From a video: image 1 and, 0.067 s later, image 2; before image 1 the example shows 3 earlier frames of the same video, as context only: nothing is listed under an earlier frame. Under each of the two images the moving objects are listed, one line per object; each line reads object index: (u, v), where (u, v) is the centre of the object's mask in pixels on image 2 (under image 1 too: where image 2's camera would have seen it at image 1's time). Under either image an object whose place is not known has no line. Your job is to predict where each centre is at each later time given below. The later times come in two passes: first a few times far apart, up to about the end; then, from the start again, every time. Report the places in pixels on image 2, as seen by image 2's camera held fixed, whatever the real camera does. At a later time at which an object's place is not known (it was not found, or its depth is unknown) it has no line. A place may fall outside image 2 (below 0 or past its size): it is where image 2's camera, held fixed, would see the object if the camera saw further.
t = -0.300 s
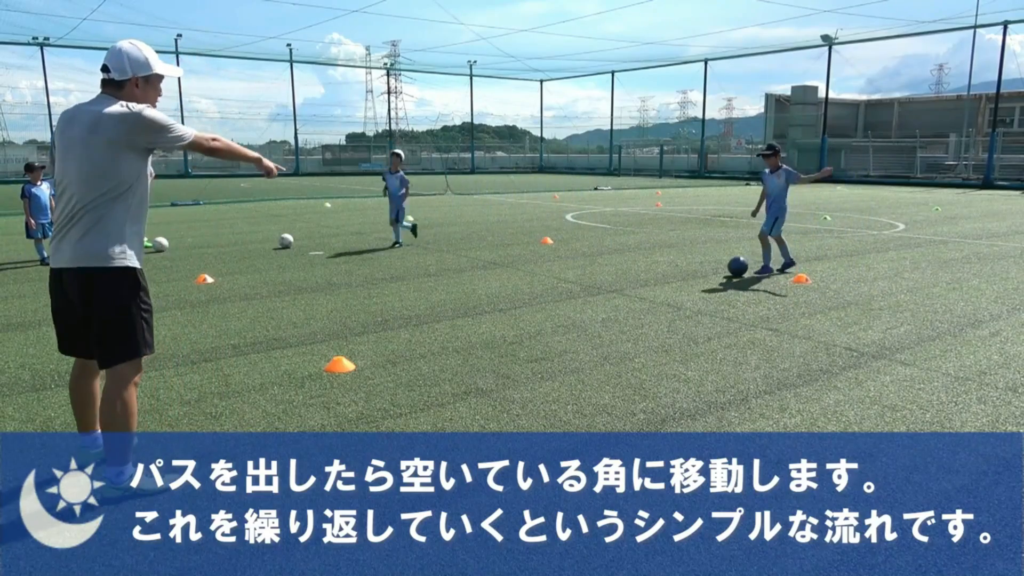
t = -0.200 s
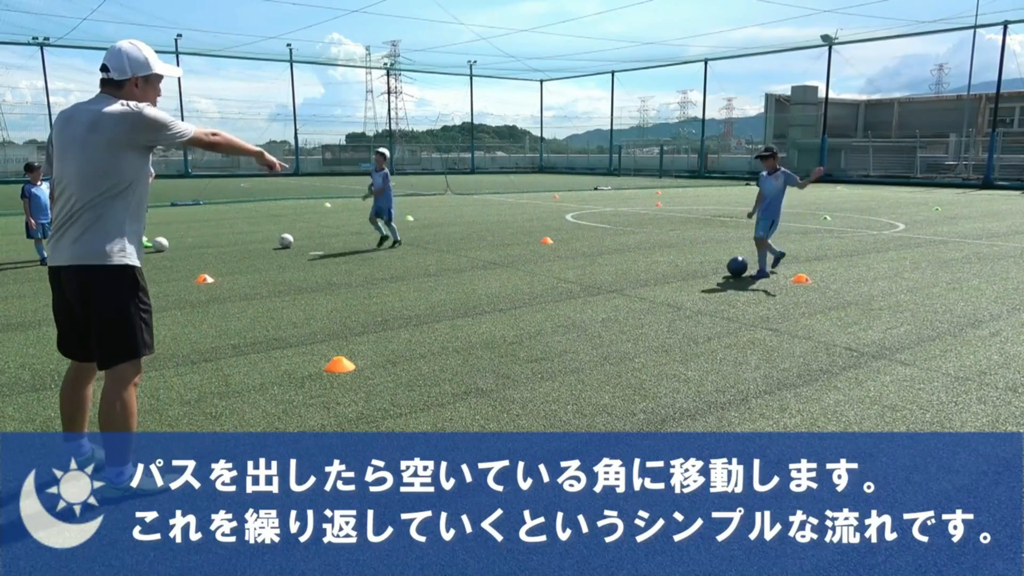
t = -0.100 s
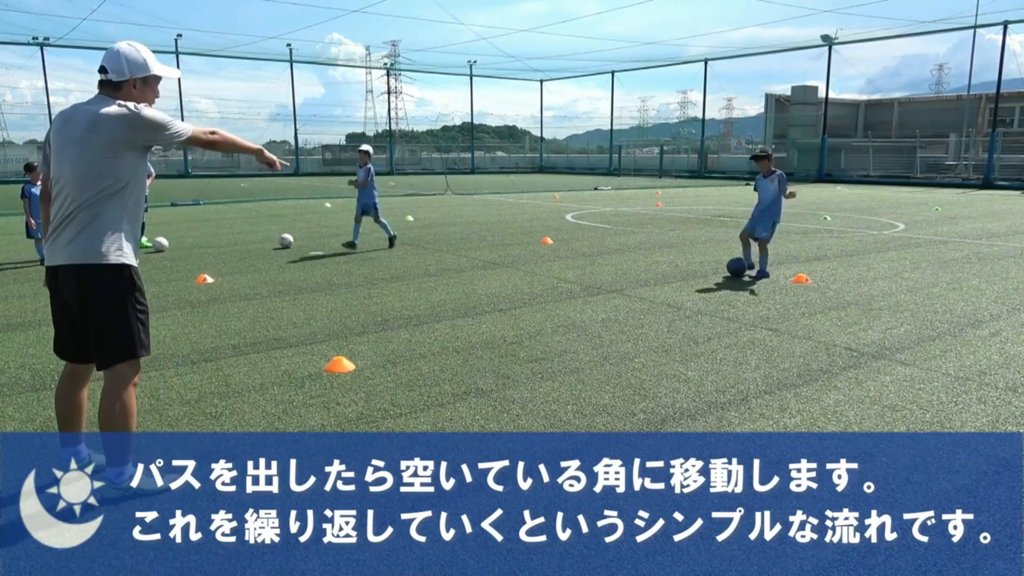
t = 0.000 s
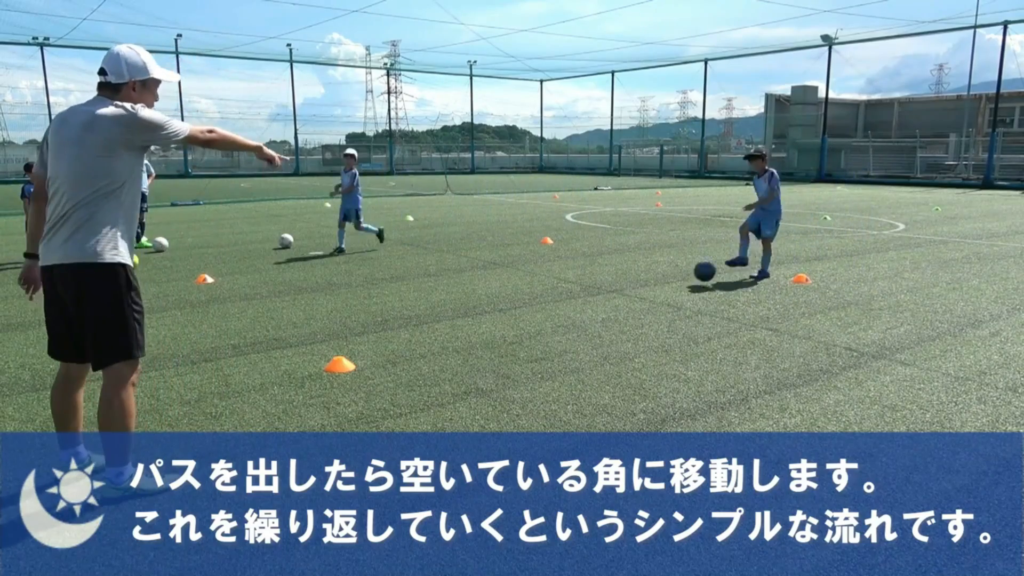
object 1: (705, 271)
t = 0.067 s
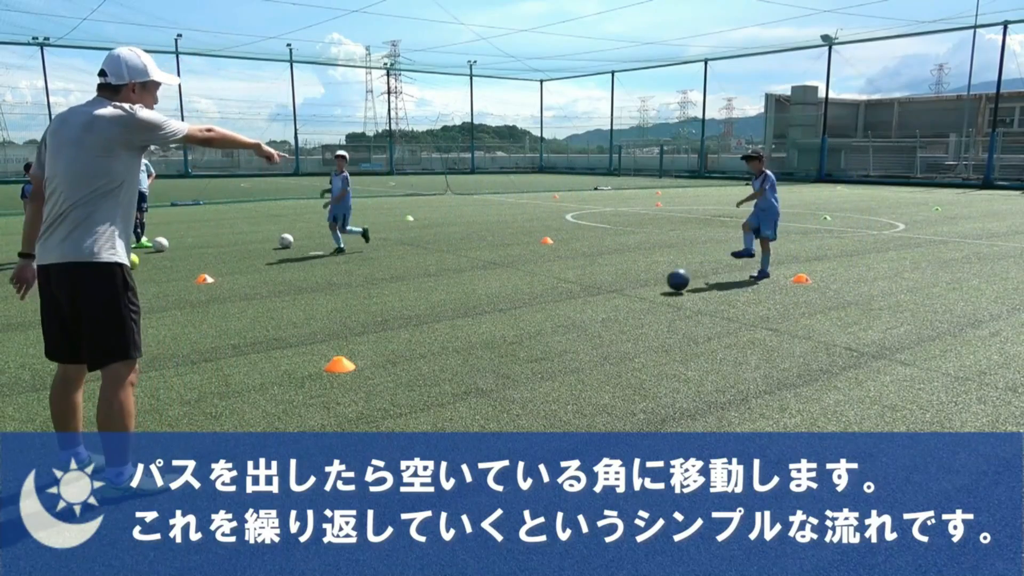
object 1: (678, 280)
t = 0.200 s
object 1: (622, 294)
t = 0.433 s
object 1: (514, 325)
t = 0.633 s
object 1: (412, 353)
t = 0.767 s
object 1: (332, 376)
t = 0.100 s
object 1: (664, 286)
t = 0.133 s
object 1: (650, 287)
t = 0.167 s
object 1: (637, 290)
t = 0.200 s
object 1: (622, 294)
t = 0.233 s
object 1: (607, 300)
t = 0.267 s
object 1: (592, 304)
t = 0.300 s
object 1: (577, 308)
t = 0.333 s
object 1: (561, 312)
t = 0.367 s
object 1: (545, 318)
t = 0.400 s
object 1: (530, 321)
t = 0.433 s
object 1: (514, 325)
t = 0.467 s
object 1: (497, 330)
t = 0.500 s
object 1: (480, 335)
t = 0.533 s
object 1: (464, 339)
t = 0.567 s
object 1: (447, 343)
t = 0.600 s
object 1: (430, 349)
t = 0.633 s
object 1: (412, 353)
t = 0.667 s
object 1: (393, 359)
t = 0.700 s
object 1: (374, 363)
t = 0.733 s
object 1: (353, 370)
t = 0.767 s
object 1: (332, 376)
